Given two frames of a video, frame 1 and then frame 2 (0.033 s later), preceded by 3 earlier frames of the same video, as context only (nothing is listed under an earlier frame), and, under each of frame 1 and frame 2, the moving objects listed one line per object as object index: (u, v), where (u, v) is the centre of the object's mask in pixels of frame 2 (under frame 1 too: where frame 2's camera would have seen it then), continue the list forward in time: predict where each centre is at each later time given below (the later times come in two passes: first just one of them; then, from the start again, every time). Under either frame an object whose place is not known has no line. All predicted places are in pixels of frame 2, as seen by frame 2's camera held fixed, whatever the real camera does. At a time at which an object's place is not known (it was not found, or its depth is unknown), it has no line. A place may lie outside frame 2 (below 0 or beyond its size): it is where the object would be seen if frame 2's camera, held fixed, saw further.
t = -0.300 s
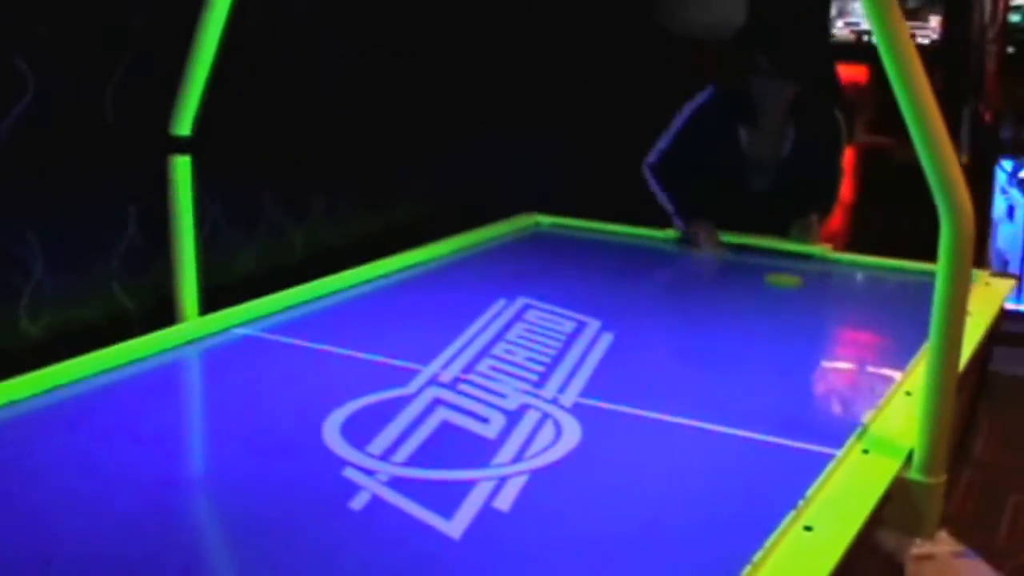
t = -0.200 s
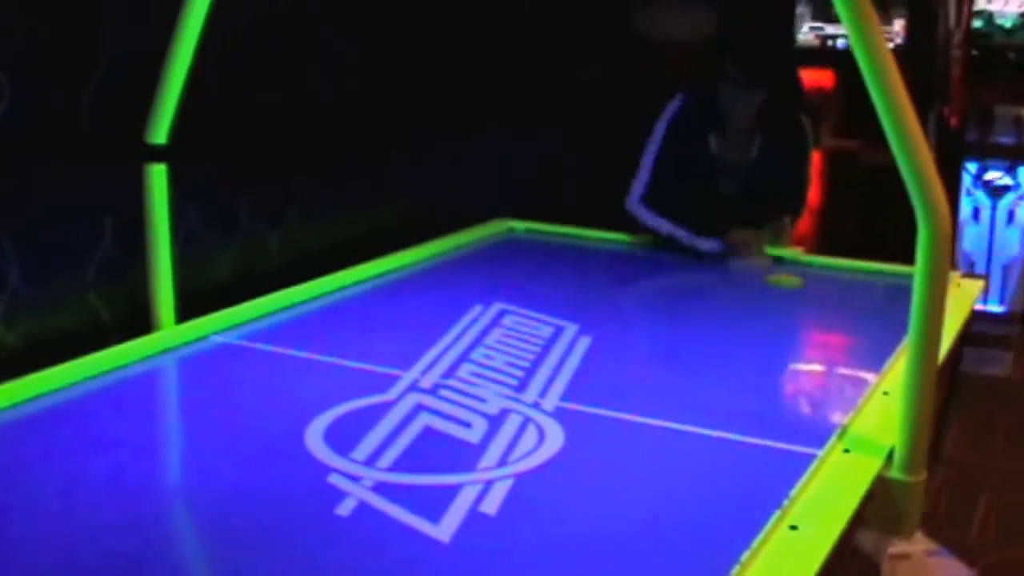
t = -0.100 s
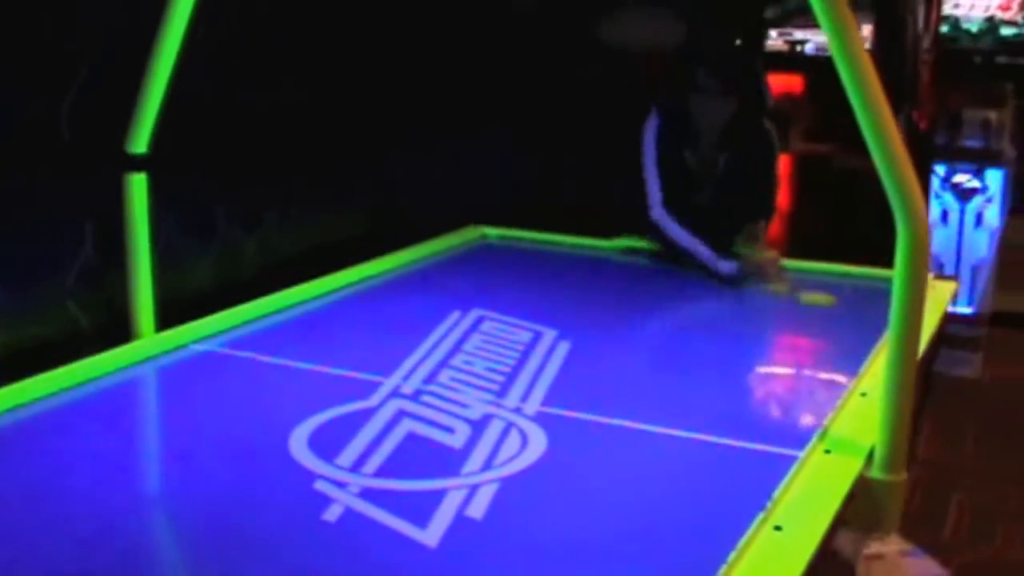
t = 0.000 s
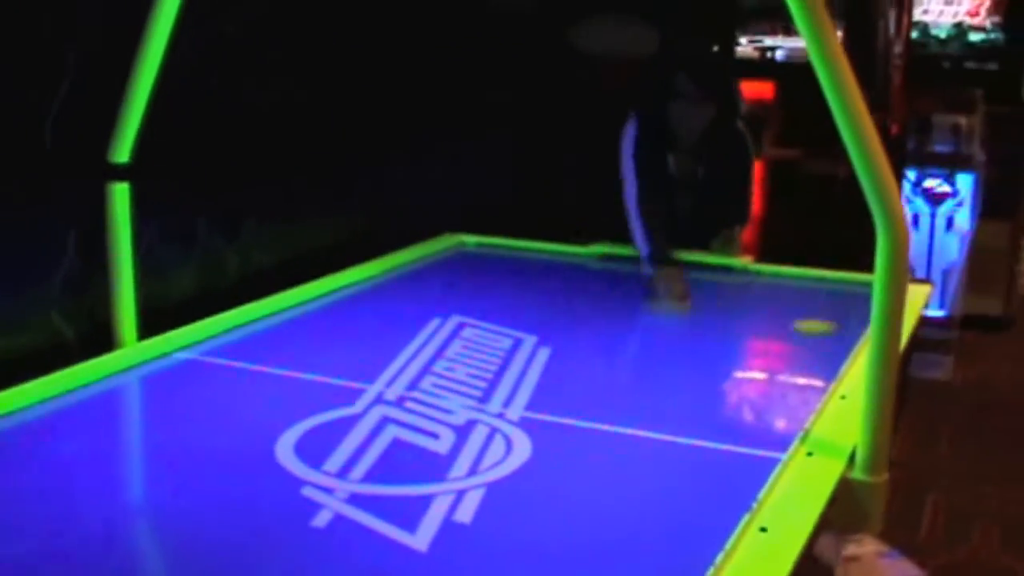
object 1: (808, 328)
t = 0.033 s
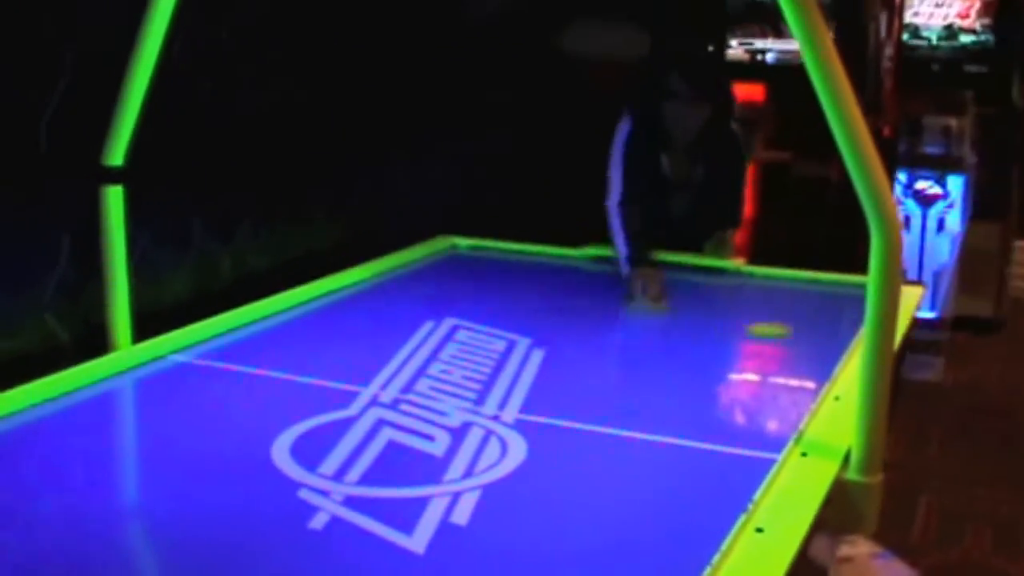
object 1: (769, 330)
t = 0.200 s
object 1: (568, 342)
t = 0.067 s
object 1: (730, 333)
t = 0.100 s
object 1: (690, 335)
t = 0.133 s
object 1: (652, 337)
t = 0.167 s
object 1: (610, 340)
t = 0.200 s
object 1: (568, 342)
